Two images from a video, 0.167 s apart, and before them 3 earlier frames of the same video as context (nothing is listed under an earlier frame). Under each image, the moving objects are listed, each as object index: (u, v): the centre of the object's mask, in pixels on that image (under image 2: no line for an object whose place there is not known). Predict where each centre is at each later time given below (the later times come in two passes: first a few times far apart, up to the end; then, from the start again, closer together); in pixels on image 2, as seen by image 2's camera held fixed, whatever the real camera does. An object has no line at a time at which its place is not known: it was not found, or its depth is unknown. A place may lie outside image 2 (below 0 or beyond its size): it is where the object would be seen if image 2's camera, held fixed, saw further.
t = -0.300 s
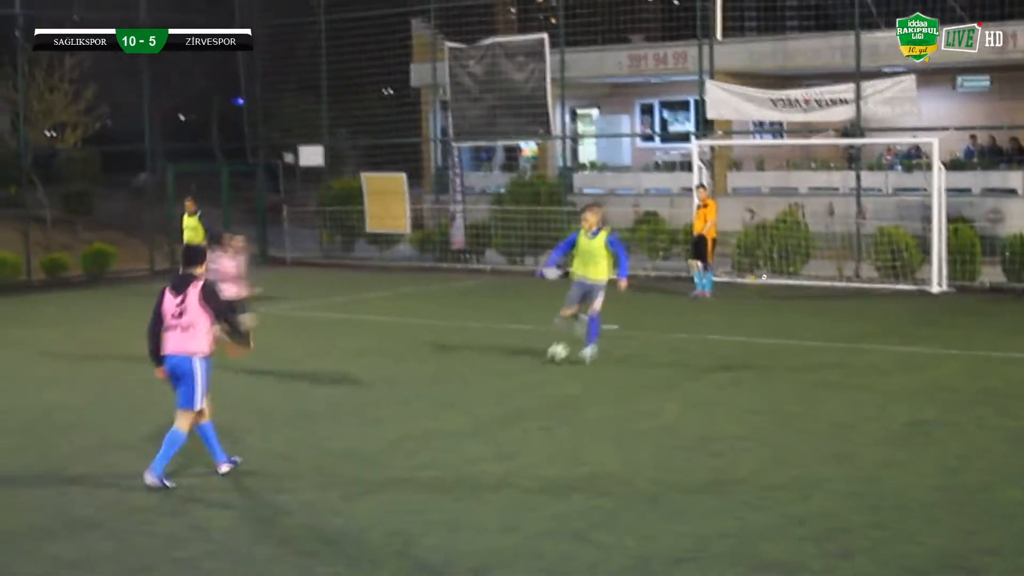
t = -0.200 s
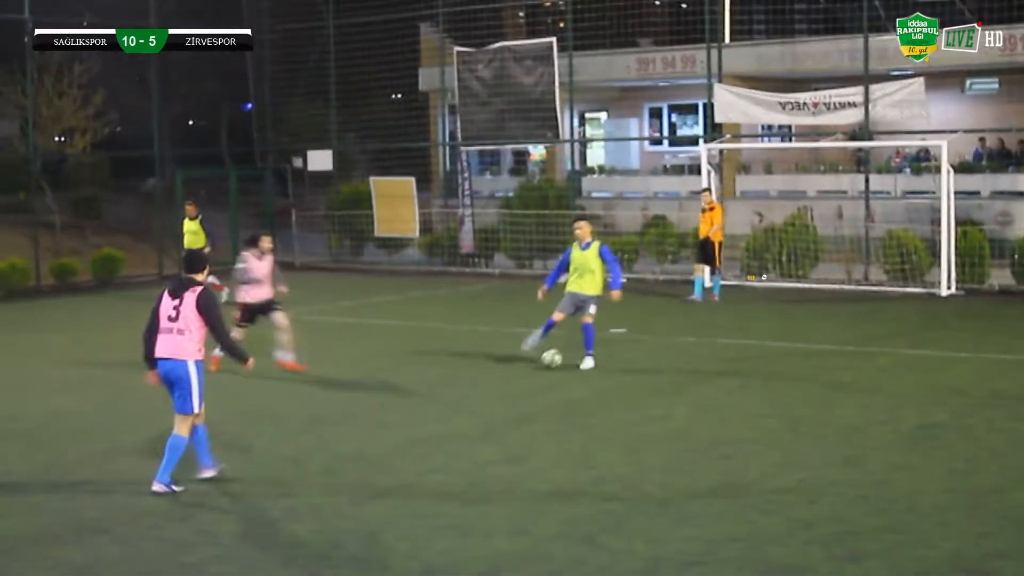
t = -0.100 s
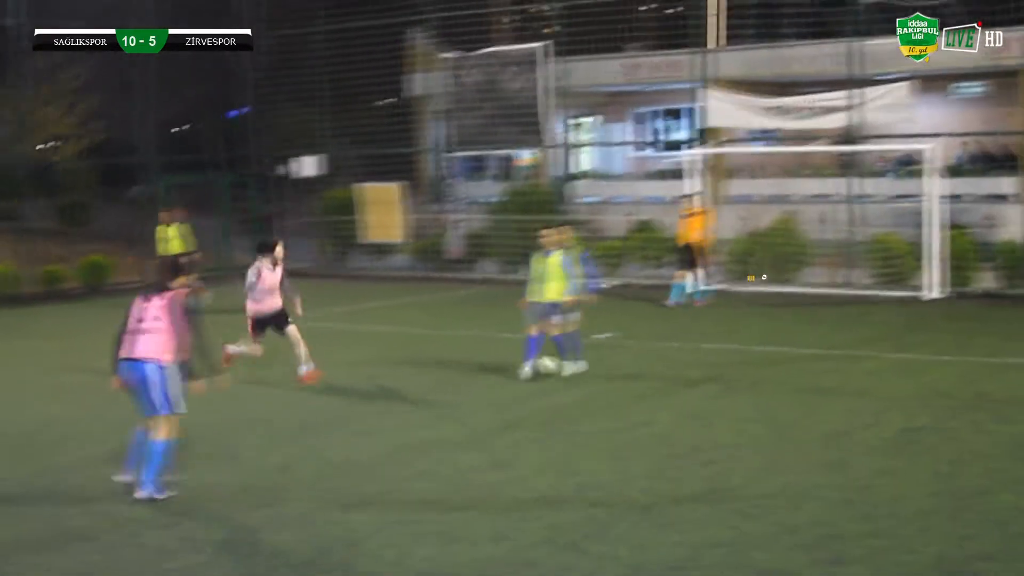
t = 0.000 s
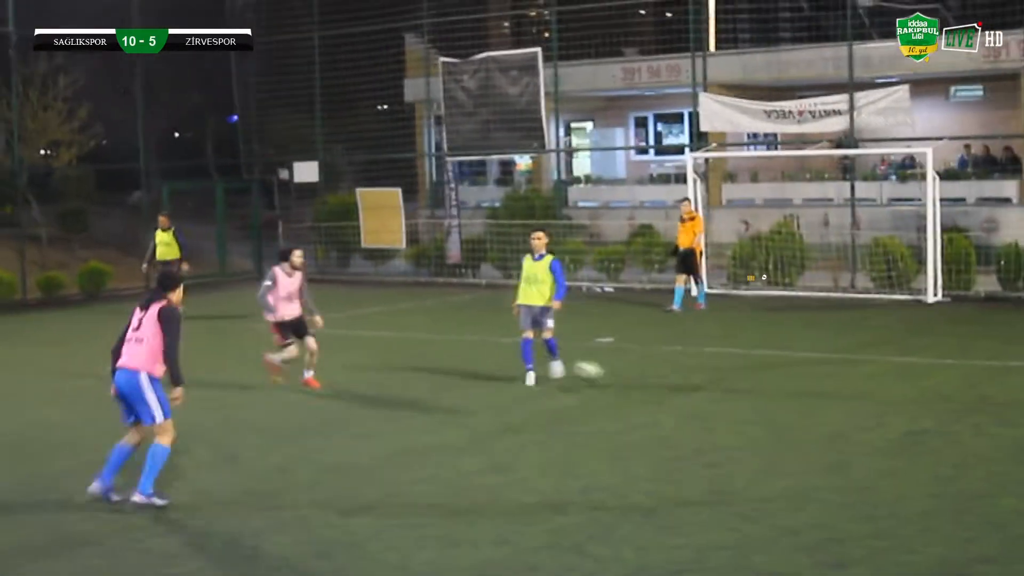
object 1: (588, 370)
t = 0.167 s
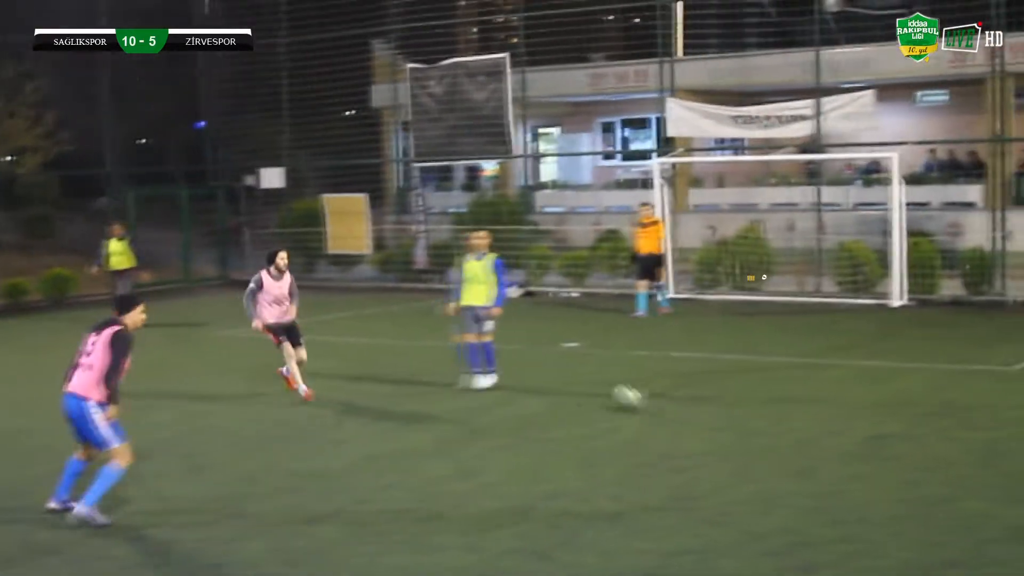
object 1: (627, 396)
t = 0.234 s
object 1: (656, 397)
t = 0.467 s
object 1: (746, 419)
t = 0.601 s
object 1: (800, 426)
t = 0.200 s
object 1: (642, 399)
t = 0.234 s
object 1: (656, 397)
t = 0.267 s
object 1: (671, 396)
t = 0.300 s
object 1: (676, 397)
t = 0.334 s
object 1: (692, 398)
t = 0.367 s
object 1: (704, 401)
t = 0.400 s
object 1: (716, 406)
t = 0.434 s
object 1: (732, 413)
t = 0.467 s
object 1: (746, 419)
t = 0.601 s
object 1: (800, 426)
